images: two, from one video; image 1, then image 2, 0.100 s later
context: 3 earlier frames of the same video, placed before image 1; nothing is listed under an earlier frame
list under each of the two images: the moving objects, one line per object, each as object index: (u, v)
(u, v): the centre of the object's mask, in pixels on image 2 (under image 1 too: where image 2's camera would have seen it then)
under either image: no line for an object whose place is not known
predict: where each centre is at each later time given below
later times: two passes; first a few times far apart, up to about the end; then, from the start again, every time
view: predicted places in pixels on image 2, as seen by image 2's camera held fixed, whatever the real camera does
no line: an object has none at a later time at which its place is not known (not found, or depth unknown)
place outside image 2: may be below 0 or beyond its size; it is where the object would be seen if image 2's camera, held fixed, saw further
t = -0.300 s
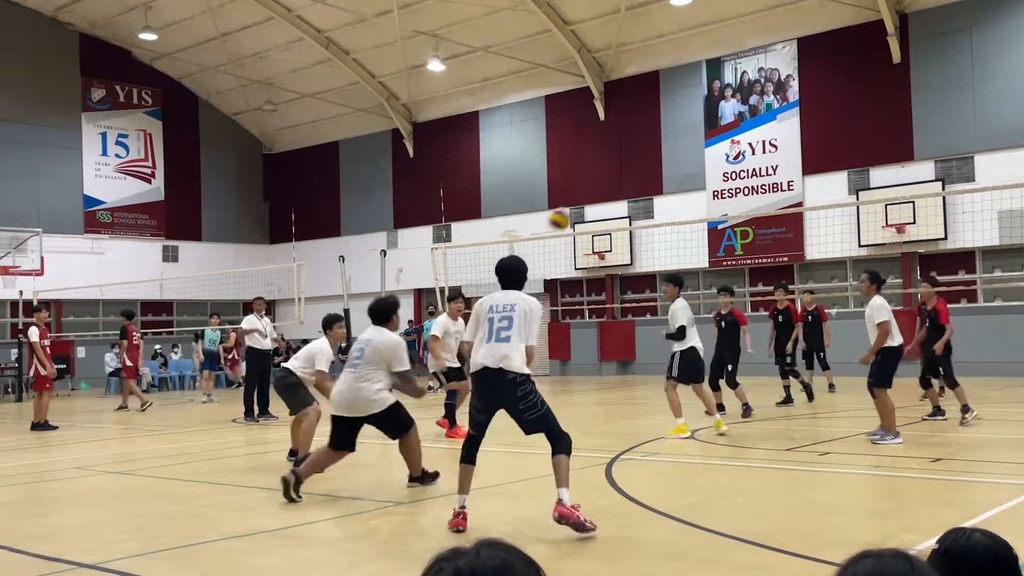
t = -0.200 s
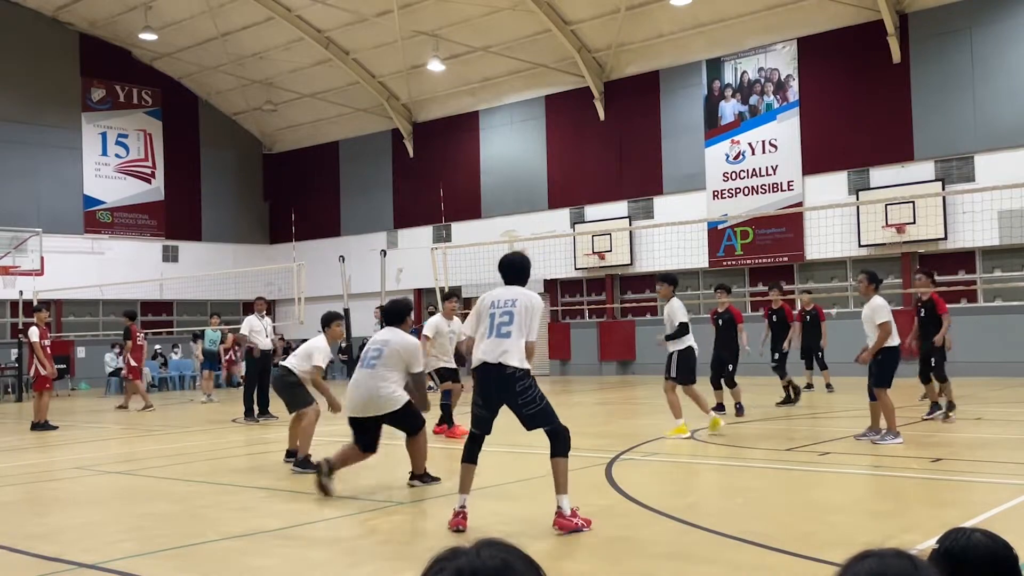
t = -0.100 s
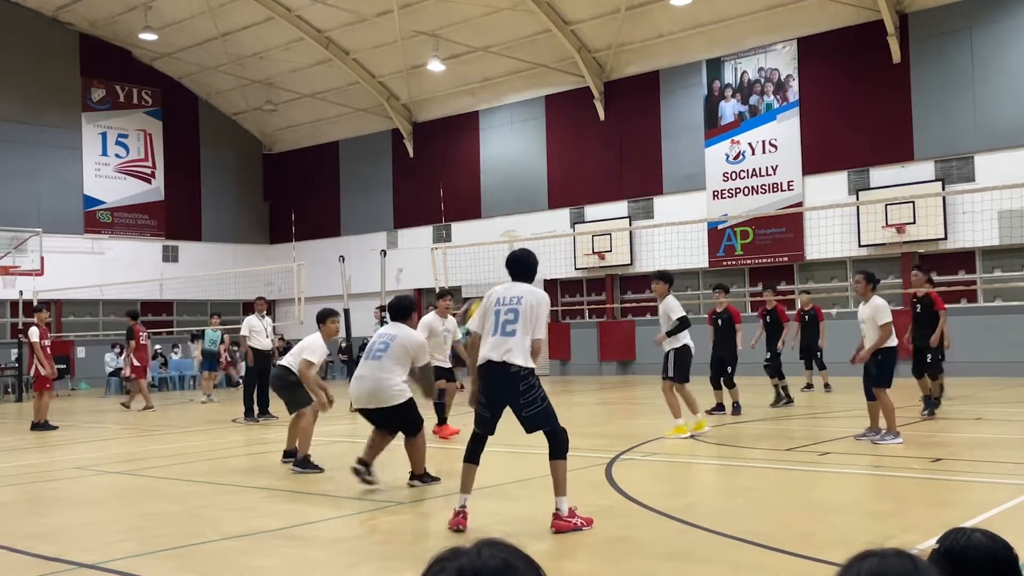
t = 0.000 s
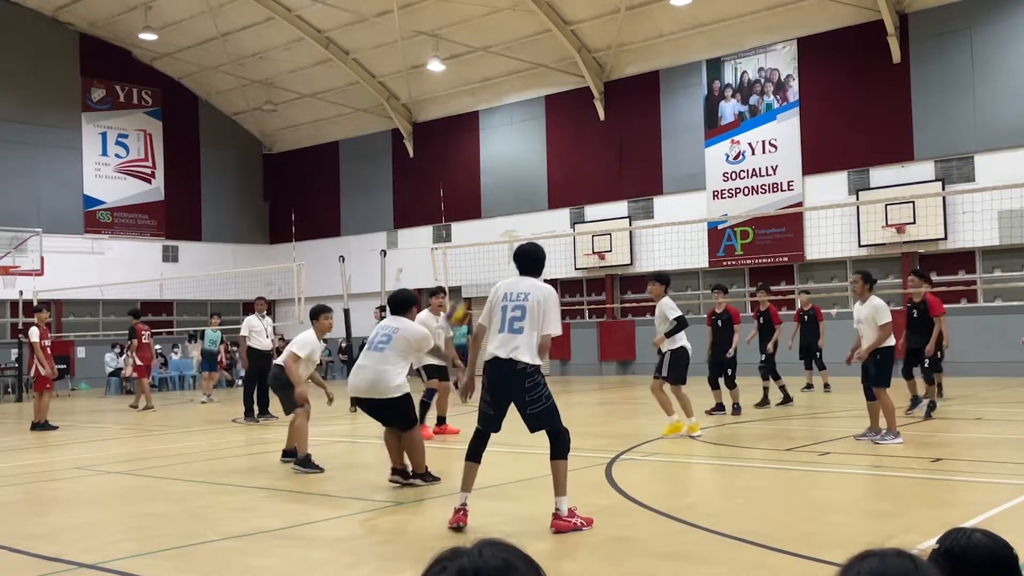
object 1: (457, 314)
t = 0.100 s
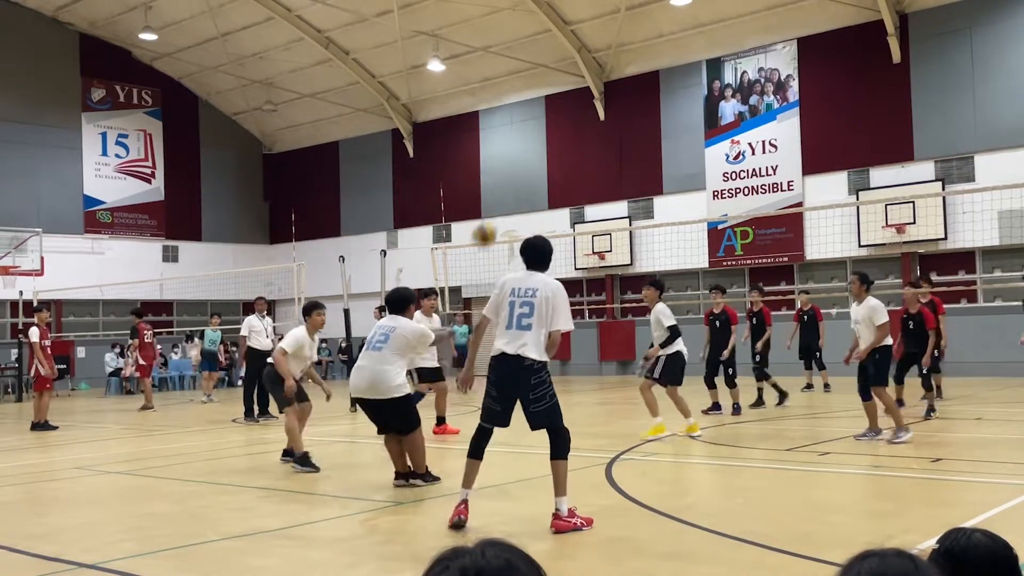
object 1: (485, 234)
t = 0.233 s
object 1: (519, 151)
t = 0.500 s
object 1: (581, 59)
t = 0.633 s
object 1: (606, 45)
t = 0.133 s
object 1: (493, 208)
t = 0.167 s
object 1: (502, 187)
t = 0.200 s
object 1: (511, 168)
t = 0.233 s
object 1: (519, 151)
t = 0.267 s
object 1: (528, 135)
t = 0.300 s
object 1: (537, 119)
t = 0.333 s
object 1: (544, 107)
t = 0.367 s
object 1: (552, 96)
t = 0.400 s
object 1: (559, 85)
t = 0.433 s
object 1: (566, 74)
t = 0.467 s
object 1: (574, 67)
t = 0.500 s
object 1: (581, 59)
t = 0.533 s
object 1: (587, 54)
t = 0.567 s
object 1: (594, 50)
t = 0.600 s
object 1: (601, 48)
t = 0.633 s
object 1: (606, 45)
